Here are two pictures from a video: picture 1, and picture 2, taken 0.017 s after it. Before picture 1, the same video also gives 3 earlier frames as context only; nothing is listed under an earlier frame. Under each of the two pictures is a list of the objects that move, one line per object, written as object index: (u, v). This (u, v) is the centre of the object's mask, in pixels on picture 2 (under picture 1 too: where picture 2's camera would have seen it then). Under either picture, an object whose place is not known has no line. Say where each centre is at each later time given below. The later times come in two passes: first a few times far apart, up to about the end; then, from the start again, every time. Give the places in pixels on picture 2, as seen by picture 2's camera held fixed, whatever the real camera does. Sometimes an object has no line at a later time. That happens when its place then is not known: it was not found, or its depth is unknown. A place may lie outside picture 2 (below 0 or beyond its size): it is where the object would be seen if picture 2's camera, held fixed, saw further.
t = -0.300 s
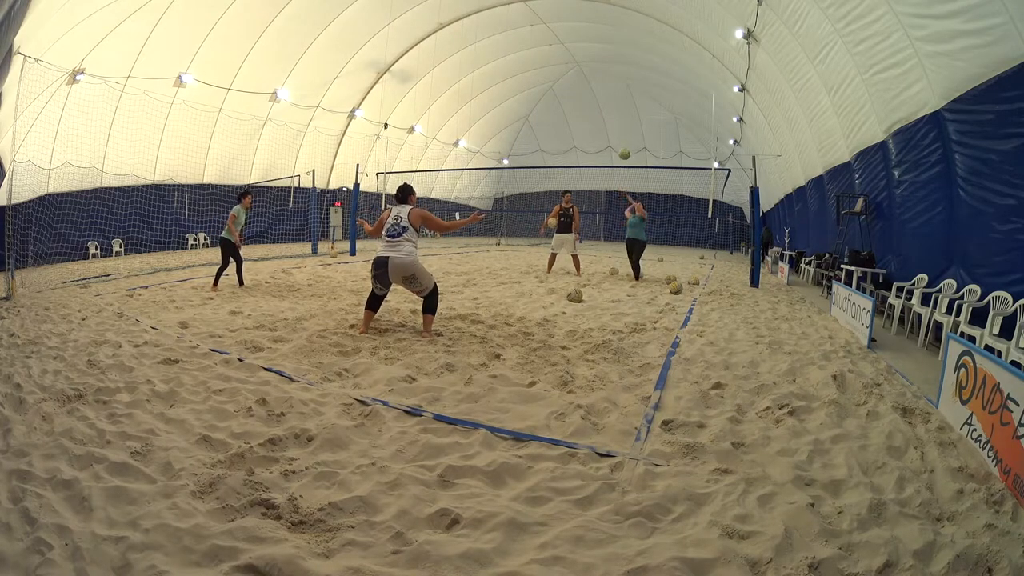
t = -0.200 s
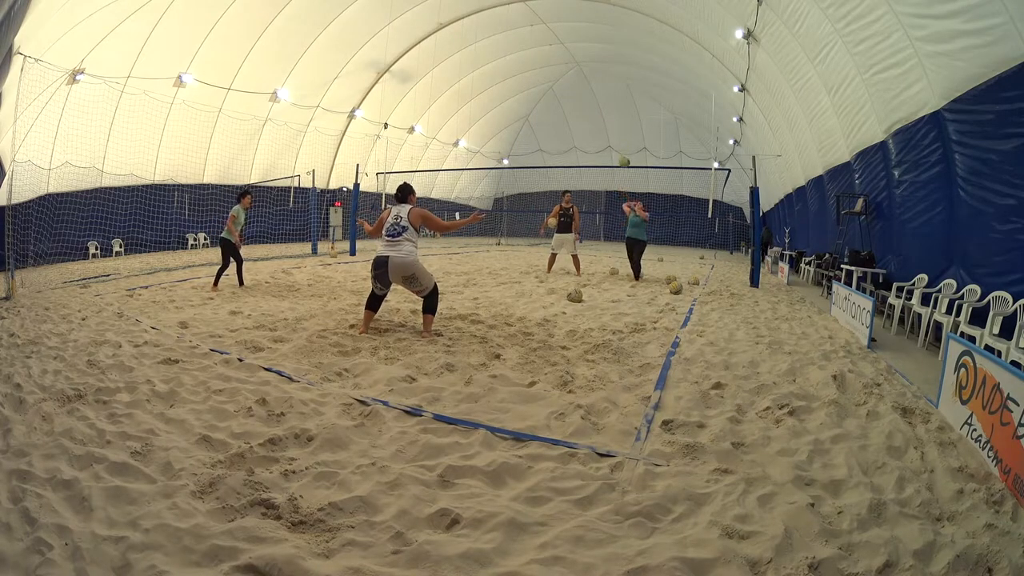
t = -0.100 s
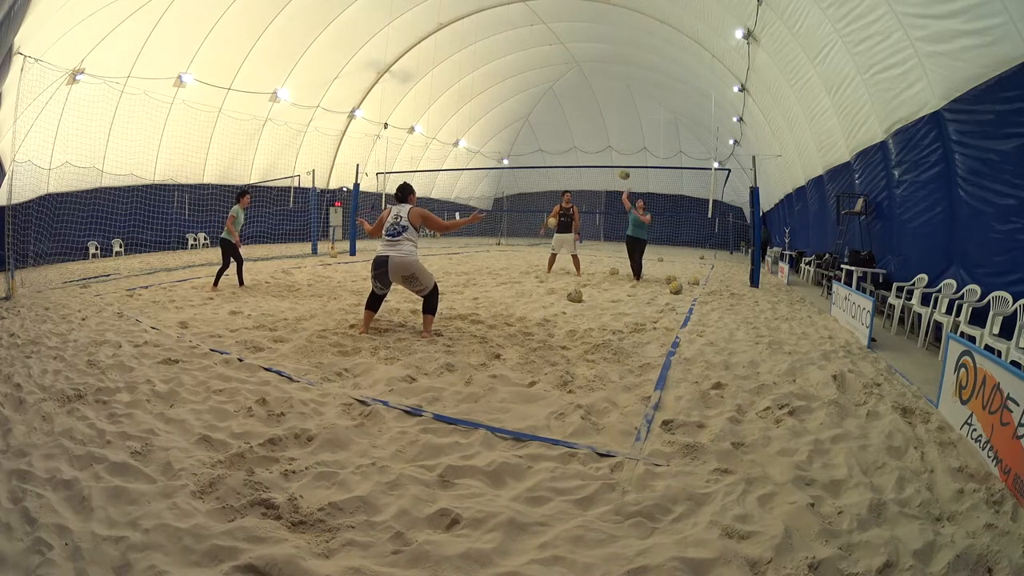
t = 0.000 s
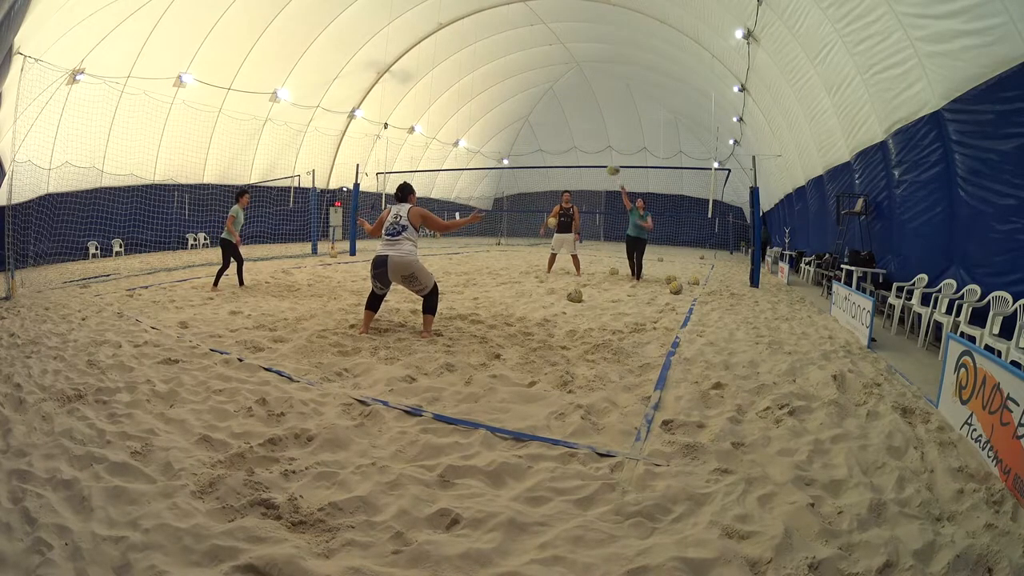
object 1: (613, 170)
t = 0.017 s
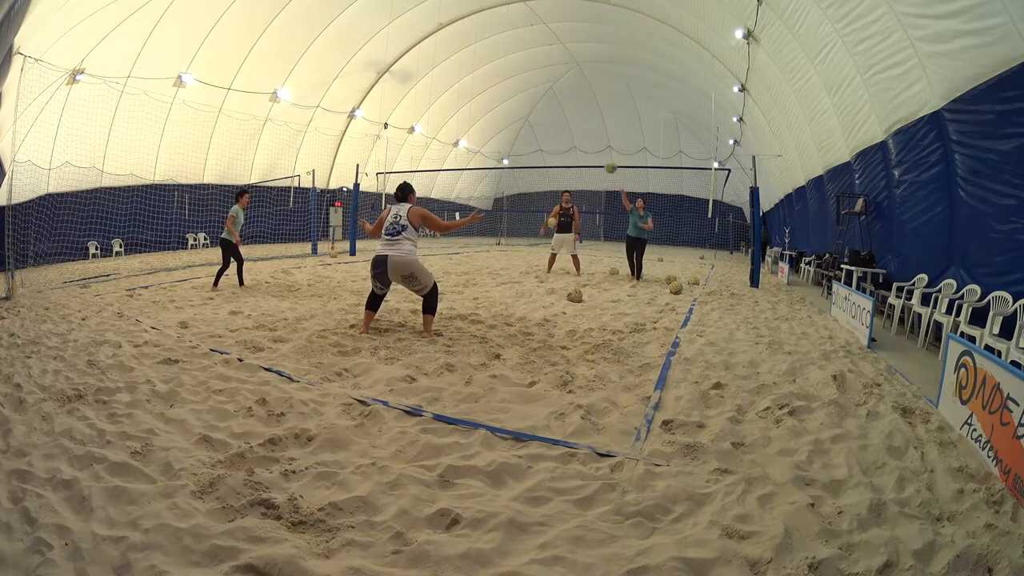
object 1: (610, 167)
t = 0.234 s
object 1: (564, 148)
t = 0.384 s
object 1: (517, 156)
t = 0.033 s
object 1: (608, 166)
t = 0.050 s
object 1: (605, 164)
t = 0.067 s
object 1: (602, 161)
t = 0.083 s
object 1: (599, 160)
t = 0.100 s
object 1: (595, 158)
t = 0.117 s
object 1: (592, 157)
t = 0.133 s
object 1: (589, 155)
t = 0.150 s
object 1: (585, 154)
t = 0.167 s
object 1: (581, 153)
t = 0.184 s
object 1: (577, 152)
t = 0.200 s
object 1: (573, 151)
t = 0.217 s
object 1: (569, 149)
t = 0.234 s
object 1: (564, 148)
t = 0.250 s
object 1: (560, 148)
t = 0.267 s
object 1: (555, 148)
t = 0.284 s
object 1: (551, 149)
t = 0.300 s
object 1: (545, 149)
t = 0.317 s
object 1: (540, 150)
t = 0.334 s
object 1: (534, 151)
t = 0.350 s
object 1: (529, 152)
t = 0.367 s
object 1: (524, 154)
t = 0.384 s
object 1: (517, 156)
